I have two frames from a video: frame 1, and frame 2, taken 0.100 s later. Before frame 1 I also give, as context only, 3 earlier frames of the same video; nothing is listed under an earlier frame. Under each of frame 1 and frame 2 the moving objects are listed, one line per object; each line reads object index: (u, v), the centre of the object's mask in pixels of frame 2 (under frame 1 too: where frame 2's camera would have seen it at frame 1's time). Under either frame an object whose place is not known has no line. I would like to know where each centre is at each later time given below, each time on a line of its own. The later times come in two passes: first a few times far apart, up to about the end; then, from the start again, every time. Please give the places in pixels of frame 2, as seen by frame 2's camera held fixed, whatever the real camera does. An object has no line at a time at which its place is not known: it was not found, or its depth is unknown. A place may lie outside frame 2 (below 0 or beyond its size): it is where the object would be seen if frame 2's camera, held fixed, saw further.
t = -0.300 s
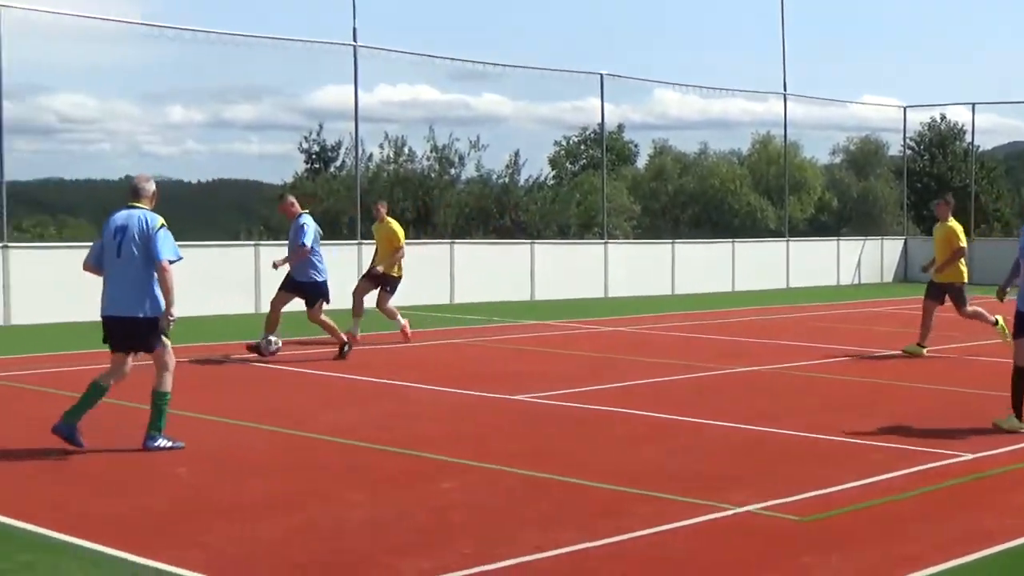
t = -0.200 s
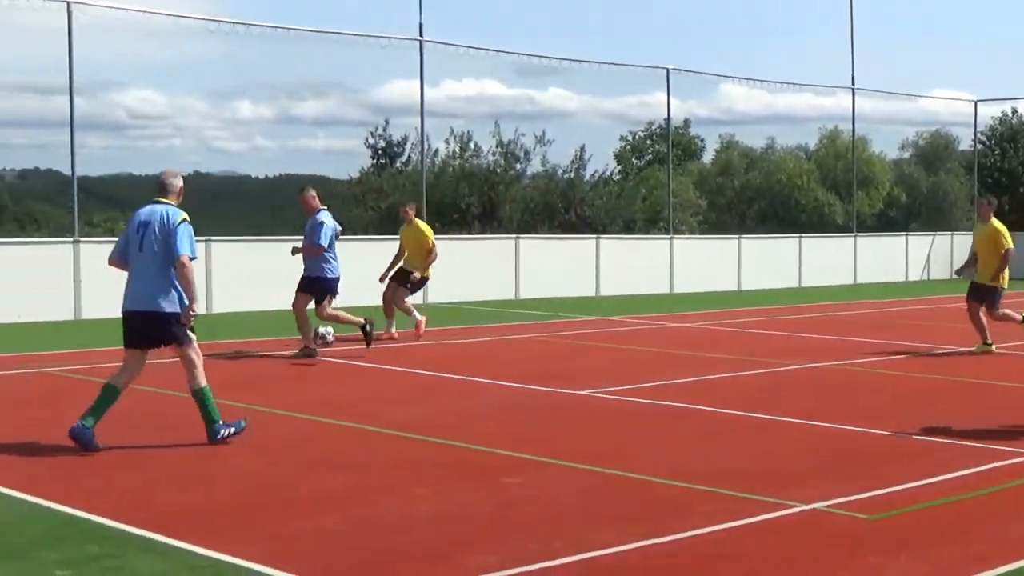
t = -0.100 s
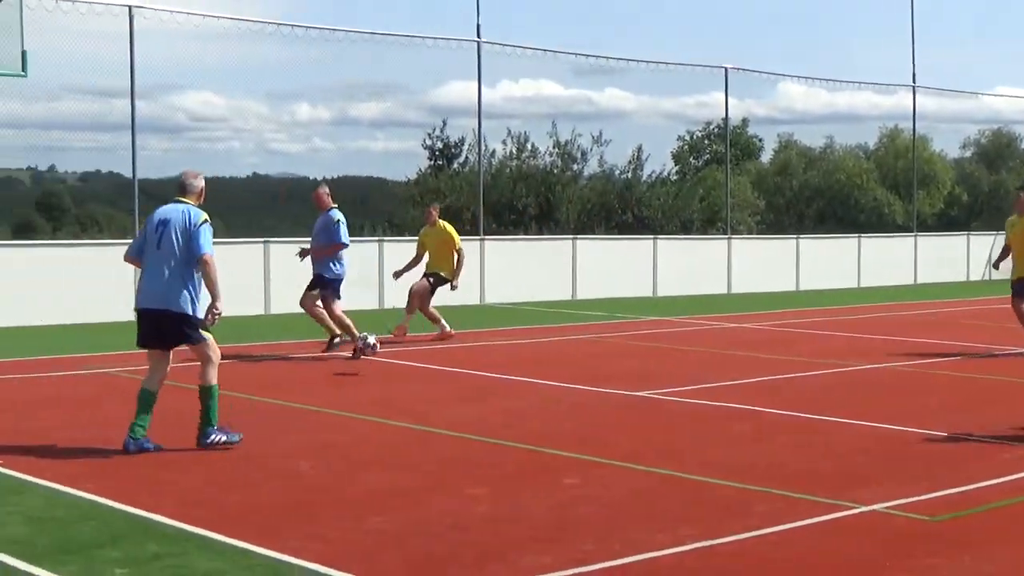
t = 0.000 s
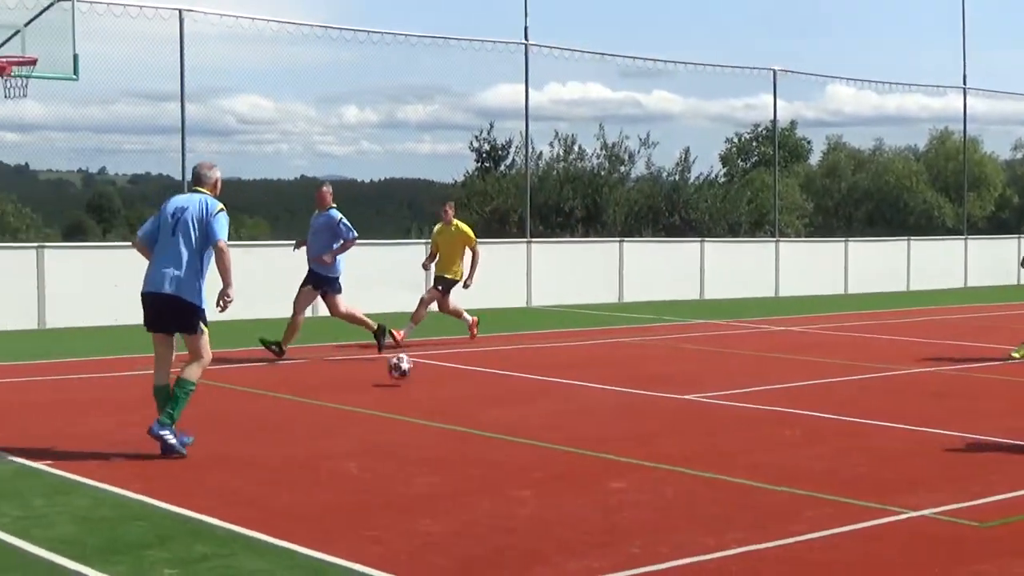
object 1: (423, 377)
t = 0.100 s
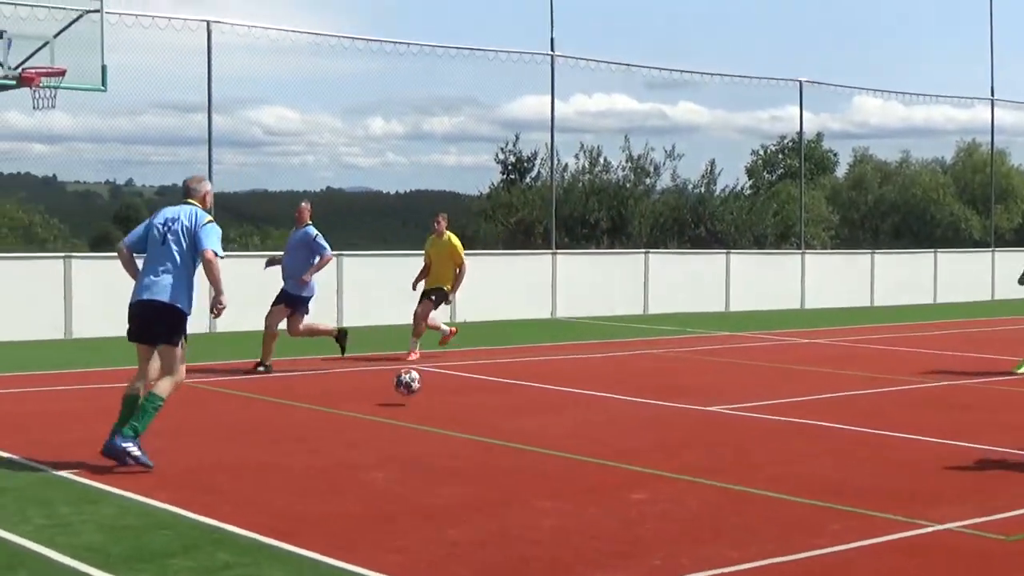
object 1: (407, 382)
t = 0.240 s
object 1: (382, 384)
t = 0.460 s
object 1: (336, 410)
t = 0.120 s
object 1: (404, 380)
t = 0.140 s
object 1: (400, 380)
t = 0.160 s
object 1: (397, 380)
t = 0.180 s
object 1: (393, 380)
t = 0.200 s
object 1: (389, 382)
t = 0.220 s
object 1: (386, 383)
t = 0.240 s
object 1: (382, 384)
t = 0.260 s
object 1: (378, 388)
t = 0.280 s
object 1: (374, 390)
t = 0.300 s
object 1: (370, 395)
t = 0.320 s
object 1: (366, 400)
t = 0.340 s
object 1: (363, 404)
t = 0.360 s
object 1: (359, 410)
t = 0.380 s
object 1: (355, 416)
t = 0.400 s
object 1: (350, 415)
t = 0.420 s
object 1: (345, 412)
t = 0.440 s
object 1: (340, 410)
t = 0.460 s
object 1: (336, 410)
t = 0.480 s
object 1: (331, 410)
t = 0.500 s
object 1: (326, 411)
